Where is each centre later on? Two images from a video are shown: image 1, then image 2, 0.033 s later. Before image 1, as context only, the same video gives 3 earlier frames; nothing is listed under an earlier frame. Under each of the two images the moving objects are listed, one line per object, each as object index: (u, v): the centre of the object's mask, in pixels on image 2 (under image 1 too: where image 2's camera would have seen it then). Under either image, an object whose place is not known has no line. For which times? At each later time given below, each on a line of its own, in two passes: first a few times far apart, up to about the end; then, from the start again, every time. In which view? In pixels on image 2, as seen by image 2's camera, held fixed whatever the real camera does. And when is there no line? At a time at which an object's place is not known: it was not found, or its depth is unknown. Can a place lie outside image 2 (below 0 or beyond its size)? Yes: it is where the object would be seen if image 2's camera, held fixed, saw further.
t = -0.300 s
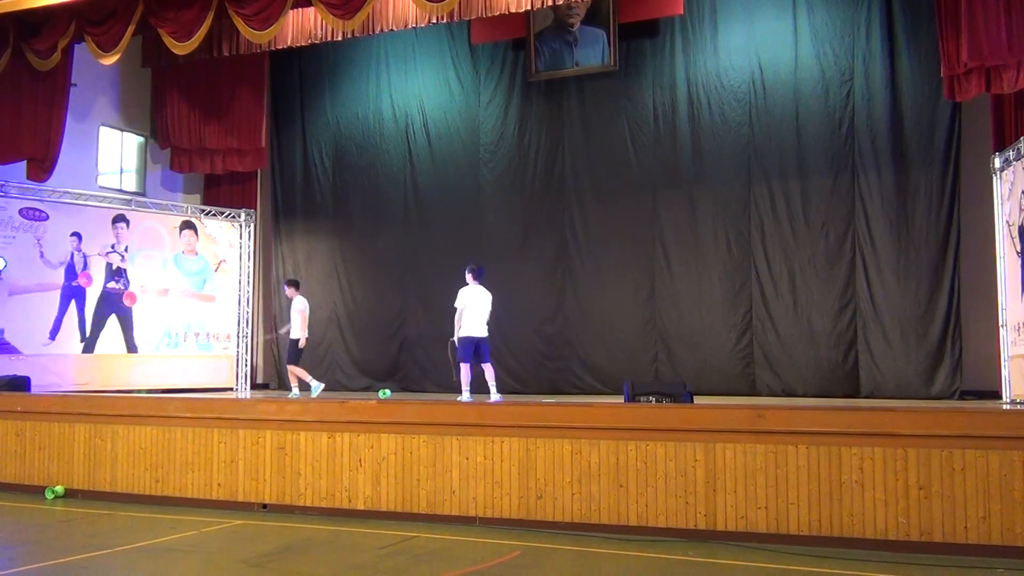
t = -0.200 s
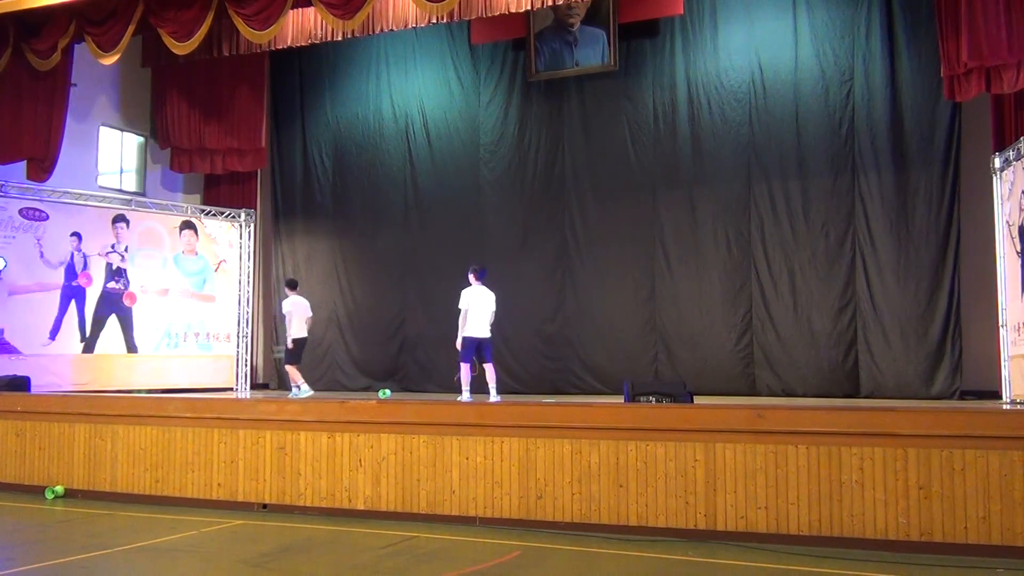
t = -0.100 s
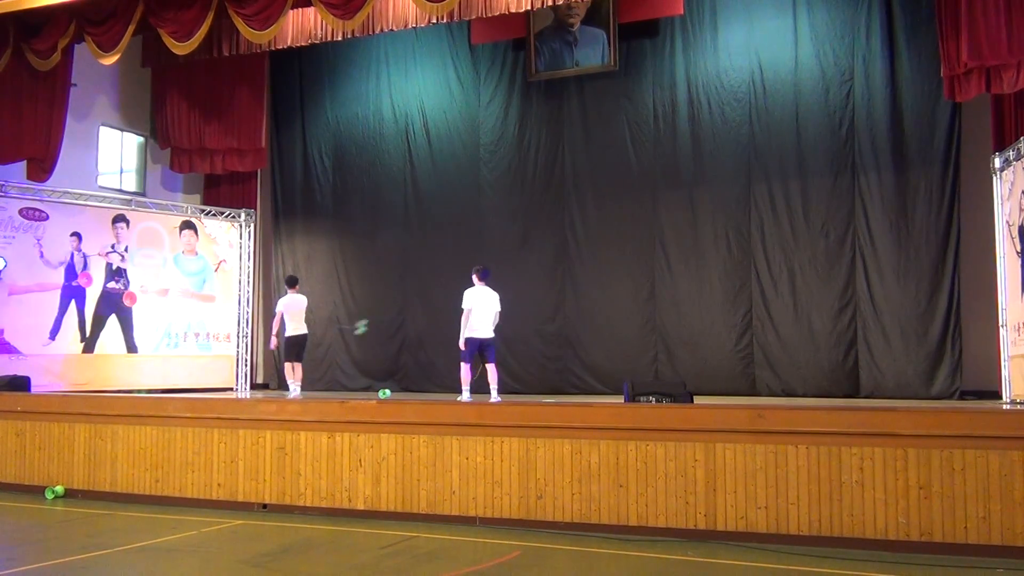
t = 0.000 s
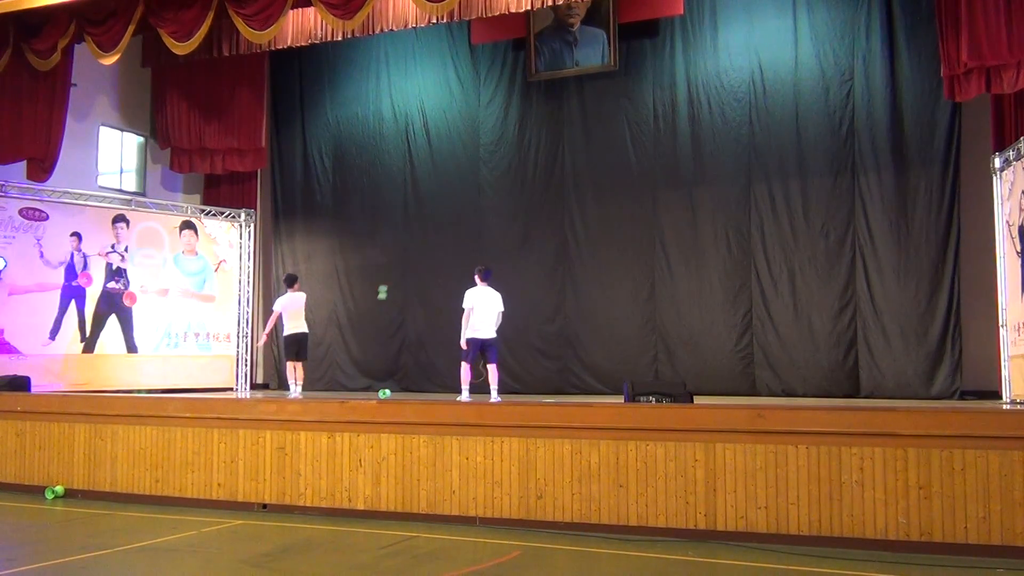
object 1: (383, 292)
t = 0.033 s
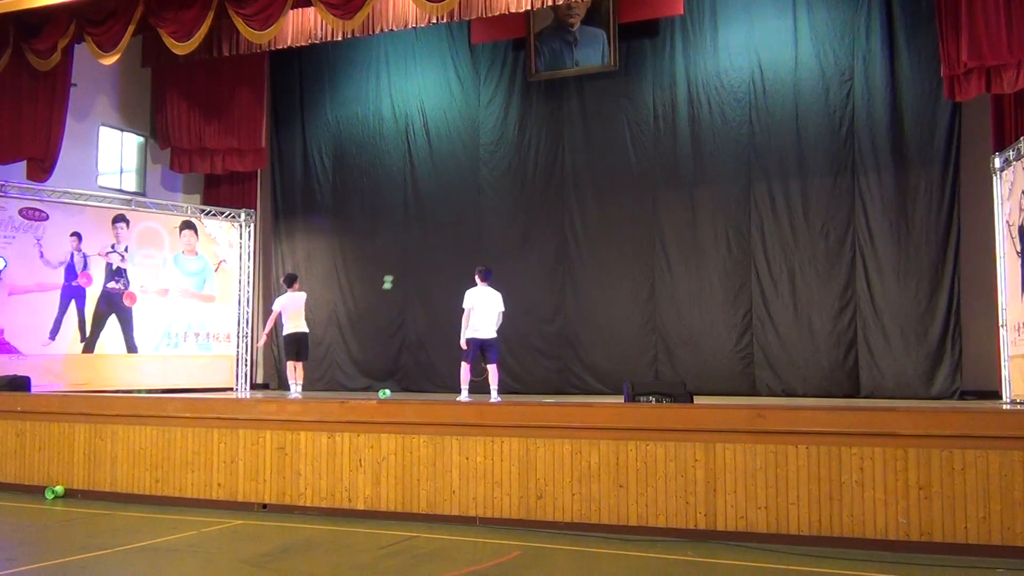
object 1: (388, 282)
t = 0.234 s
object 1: (420, 237)
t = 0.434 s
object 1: (453, 218)
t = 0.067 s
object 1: (393, 273)
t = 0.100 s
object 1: (399, 264)
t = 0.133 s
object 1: (403, 255)
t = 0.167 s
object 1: (409, 249)
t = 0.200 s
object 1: (415, 242)
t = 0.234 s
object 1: (420, 237)
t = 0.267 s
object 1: (425, 231)
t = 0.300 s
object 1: (431, 228)
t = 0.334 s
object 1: (437, 224)
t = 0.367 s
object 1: (442, 221)
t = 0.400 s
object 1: (447, 219)
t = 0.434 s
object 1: (453, 218)
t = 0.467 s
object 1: (459, 217)
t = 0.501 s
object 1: (464, 217)
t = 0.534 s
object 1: (470, 219)
